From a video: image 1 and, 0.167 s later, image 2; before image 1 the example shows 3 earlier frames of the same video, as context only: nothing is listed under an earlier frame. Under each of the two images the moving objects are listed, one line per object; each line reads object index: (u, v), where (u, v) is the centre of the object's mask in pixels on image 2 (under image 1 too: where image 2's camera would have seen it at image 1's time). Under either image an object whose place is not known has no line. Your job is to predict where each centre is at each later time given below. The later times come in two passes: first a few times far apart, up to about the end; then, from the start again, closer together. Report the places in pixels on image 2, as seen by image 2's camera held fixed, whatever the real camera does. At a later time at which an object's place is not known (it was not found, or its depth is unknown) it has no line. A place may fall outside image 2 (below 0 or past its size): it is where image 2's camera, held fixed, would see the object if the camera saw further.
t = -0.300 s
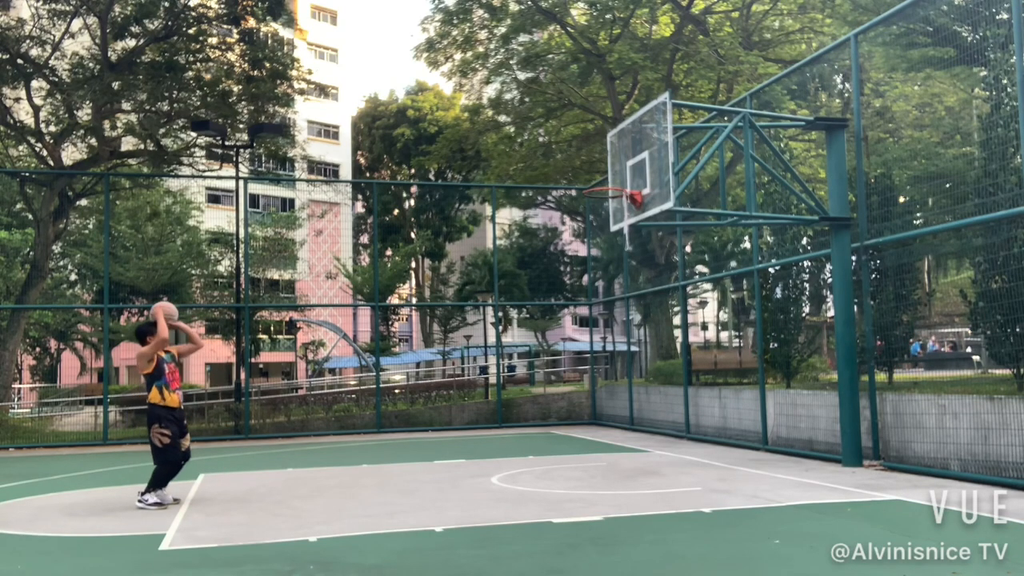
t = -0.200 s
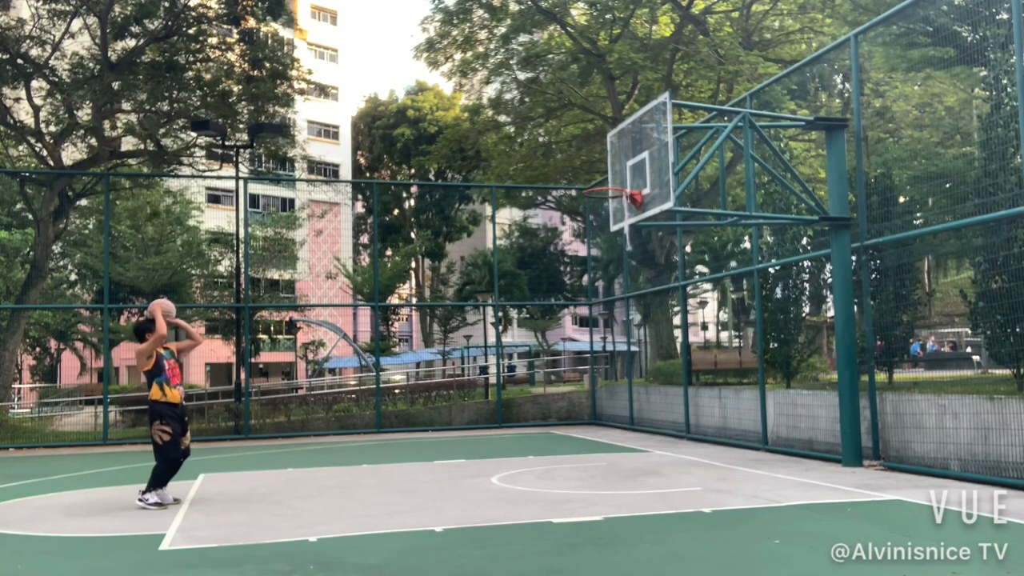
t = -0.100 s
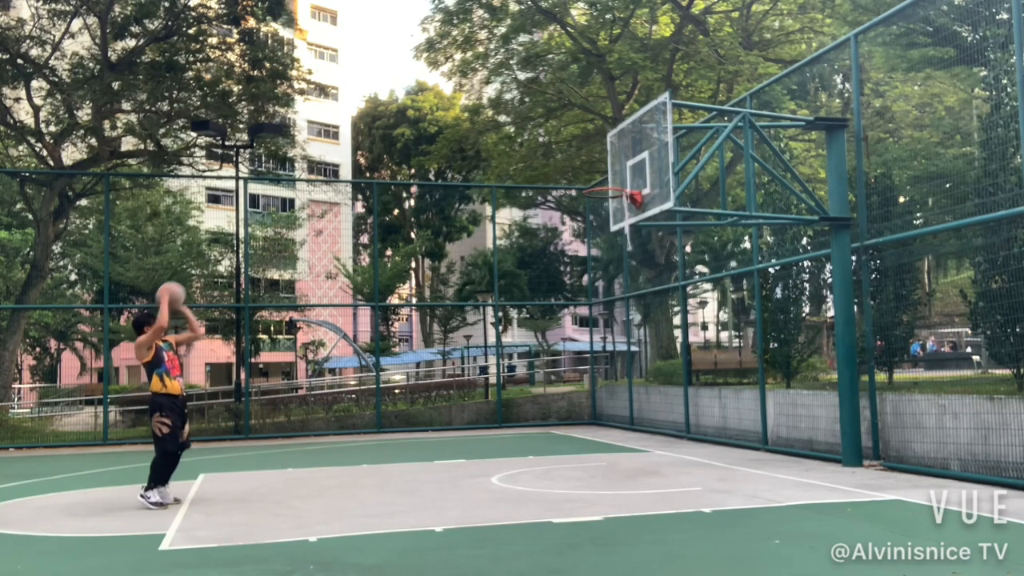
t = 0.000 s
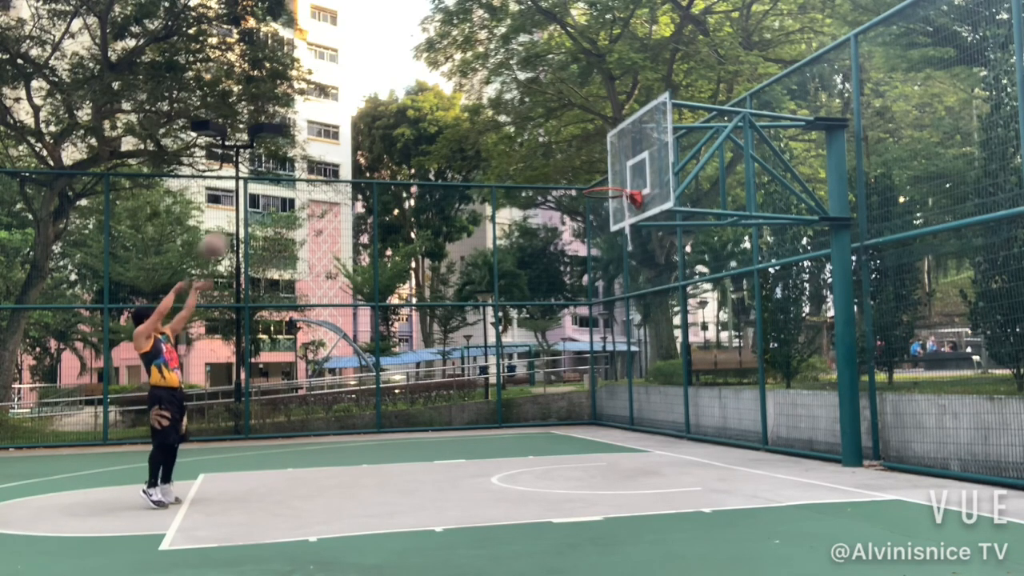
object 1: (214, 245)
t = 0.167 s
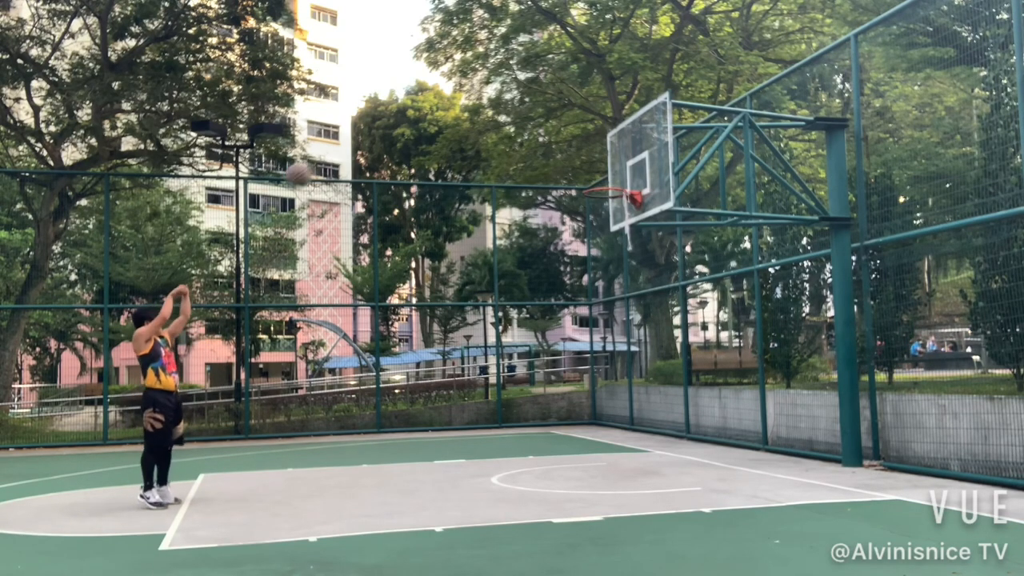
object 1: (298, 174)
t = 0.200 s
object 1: (315, 164)
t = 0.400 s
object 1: (407, 127)
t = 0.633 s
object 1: (505, 131)
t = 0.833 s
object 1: (583, 173)
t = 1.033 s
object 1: (614, 231)
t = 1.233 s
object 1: (624, 320)
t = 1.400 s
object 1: (635, 433)
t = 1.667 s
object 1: (624, 361)
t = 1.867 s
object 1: (610, 287)
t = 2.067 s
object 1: (597, 255)
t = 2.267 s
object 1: (584, 270)
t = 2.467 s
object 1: (572, 337)
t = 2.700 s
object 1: (558, 498)
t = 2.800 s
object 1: (551, 483)
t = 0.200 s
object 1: (315, 164)
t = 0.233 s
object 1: (330, 156)
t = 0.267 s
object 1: (348, 147)
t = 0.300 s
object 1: (364, 141)
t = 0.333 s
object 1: (377, 135)
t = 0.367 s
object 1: (392, 130)
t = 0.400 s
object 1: (407, 127)
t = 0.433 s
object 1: (421, 124)
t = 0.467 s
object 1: (435, 124)
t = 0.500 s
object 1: (449, 123)
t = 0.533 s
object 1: (464, 124)
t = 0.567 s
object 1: (477, 125)
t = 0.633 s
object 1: (505, 131)
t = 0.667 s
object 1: (518, 136)
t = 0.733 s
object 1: (545, 148)
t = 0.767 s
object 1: (558, 155)
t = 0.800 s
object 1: (570, 164)
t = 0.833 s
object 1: (583, 173)
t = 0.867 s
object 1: (595, 180)
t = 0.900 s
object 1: (608, 194)
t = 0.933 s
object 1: (610, 201)
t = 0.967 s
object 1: (612, 210)
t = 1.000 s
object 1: (613, 220)
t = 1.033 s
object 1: (614, 231)
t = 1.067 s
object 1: (615, 243)
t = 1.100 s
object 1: (617, 256)
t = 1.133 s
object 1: (619, 270)
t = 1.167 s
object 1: (620, 286)
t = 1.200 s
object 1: (622, 302)
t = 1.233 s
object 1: (624, 320)
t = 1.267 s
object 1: (625, 340)
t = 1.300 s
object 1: (628, 363)
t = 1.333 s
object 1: (630, 383)
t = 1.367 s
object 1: (632, 409)
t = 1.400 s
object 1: (635, 433)
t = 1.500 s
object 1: (636, 453)
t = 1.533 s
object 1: (633, 430)
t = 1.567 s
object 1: (630, 411)
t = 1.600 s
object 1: (628, 393)
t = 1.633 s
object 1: (626, 375)
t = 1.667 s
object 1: (624, 361)
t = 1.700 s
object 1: (622, 346)
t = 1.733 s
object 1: (620, 330)
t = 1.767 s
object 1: (617, 319)
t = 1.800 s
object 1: (614, 307)
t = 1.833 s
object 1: (612, 297)
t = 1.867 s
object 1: (610, 287)
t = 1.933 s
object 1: (606, 271)
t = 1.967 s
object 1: (604, 266)
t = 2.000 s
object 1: (601, 261)
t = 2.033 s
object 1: (600, 258)
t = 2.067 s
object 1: (597, 255)
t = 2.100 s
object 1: (595, 254)
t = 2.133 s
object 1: (593, 255)
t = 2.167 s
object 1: (591, 257)
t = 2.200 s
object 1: (589, 259)
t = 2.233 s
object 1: (587, 264)
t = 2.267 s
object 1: (584, 270)
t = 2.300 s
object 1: (582, 277)
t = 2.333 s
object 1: (580, 286)
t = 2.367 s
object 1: (578, 296)
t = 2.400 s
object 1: (576, 307)
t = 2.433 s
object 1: (574, 321)
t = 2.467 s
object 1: (572, 337)
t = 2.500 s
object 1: (569, 355)
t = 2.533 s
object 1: (568, 372)
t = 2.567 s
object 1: (566, 395)
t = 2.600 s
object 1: (564, 415)
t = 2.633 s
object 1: (562, 441)
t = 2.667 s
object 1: (560, 468)
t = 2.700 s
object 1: (558, 498)
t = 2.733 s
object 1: (556, 526)
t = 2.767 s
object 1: (554, 504)
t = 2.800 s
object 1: (551, 483)
